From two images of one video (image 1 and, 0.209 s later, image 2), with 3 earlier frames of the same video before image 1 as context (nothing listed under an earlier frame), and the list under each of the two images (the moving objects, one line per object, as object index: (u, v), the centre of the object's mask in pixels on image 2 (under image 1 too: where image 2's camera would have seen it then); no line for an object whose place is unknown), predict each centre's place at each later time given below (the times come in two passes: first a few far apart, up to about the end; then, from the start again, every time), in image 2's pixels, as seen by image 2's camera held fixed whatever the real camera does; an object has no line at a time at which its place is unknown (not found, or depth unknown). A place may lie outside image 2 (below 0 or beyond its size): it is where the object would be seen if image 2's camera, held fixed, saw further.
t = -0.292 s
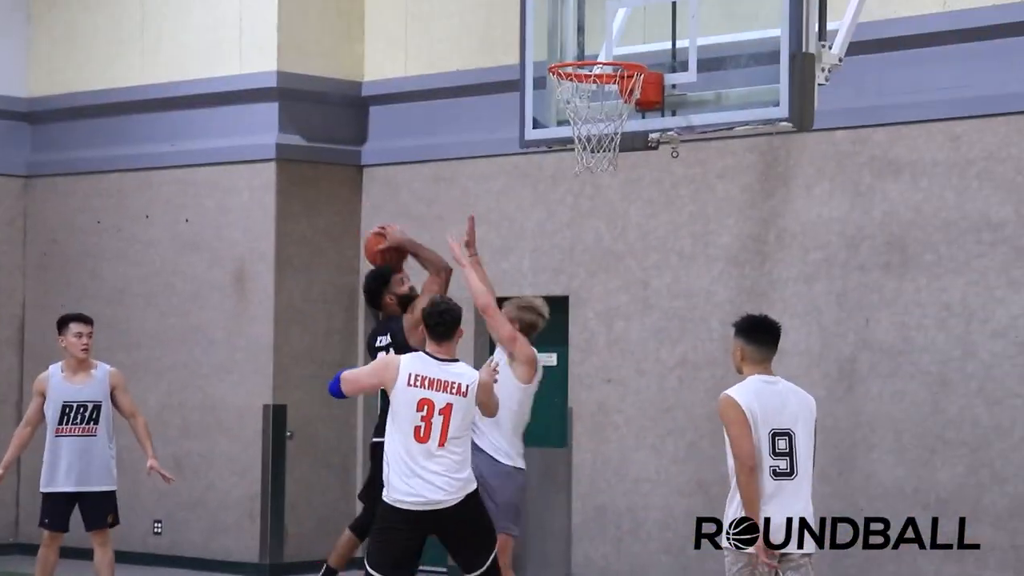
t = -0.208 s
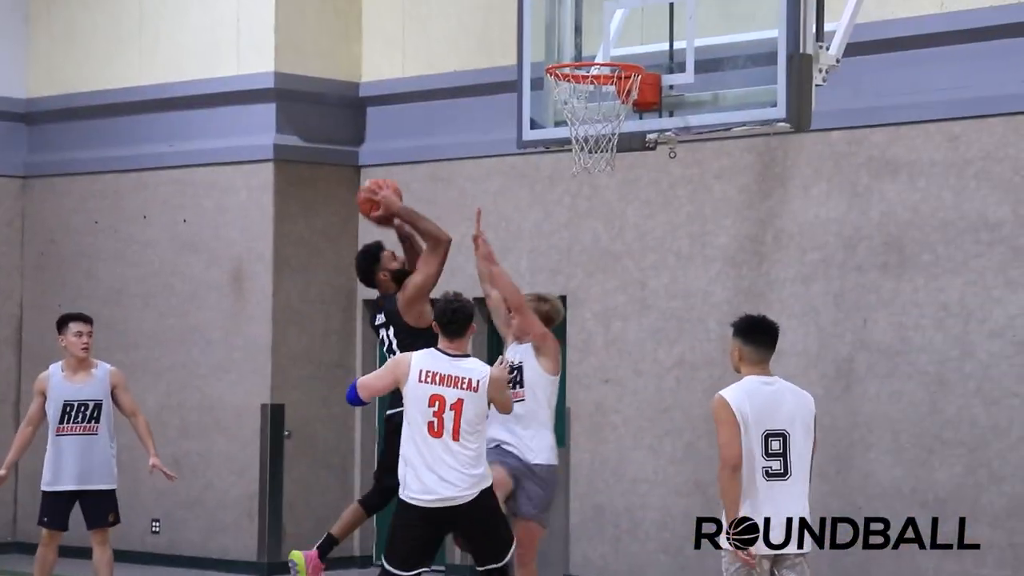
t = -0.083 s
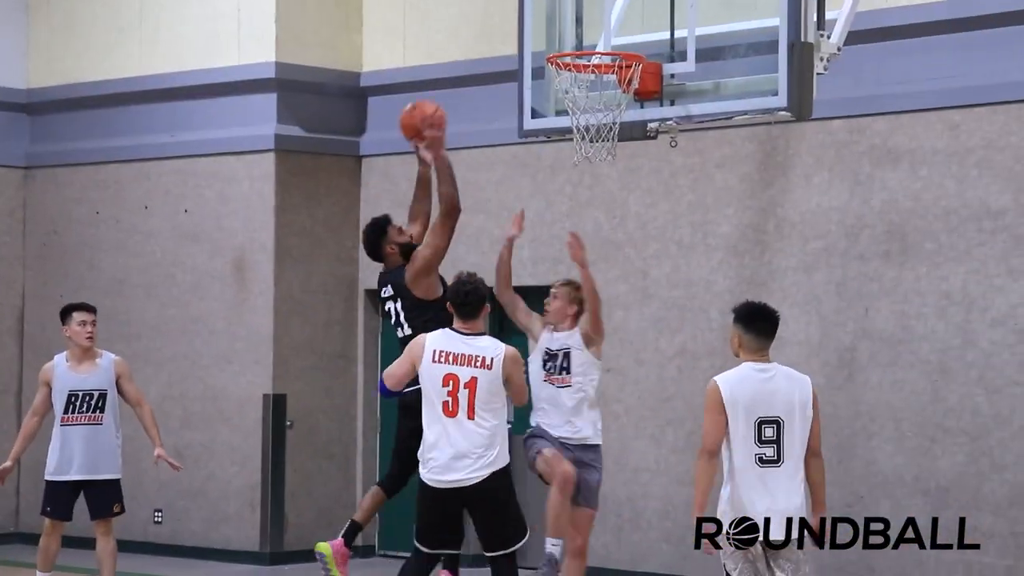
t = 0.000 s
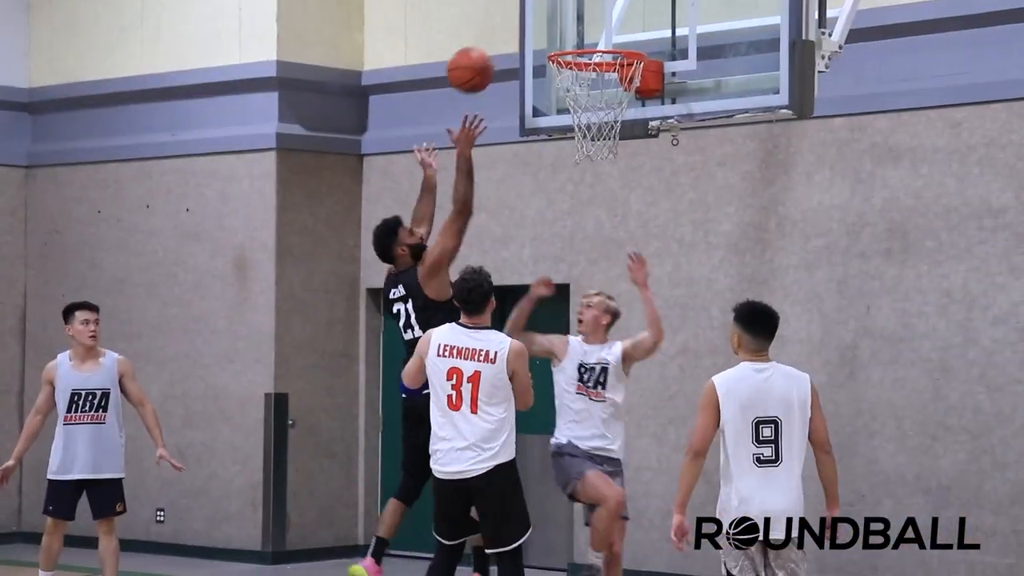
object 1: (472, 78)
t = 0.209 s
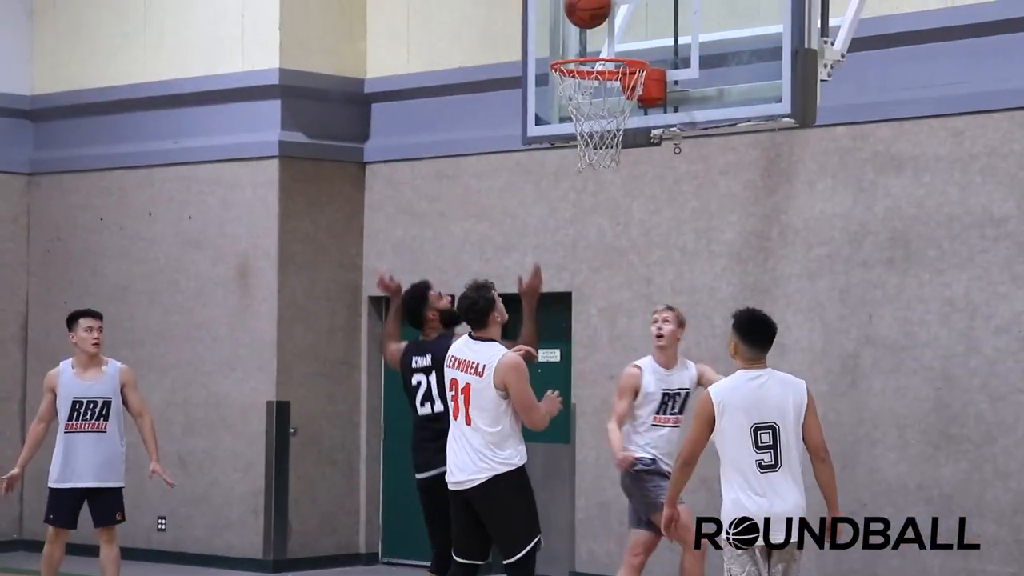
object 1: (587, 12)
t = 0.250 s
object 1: (590, 9)
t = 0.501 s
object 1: (603, 38)
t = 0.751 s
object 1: (590, 13)
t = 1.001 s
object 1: (596, 90)
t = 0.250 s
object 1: (590, 9)
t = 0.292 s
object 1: (592, 7)
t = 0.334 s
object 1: (595, 7)
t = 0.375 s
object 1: (597, 8)
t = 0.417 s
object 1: (599, 13)
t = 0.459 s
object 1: (601, 25)
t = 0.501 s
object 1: (603, 38)
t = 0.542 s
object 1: (600, 28)
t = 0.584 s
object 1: (598, 18)
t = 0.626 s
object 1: (596, 11)
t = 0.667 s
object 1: (594, 9)
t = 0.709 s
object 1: (592, 10)
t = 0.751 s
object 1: (590, 13)
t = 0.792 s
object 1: (587, 19)
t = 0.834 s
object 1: (585, 30)
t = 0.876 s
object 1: (582, 40)
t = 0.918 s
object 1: (579, 61)
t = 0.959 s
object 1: (586, 75)
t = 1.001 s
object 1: (596, 90)
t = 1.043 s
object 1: (605, 109)
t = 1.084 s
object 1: (613, 127)
